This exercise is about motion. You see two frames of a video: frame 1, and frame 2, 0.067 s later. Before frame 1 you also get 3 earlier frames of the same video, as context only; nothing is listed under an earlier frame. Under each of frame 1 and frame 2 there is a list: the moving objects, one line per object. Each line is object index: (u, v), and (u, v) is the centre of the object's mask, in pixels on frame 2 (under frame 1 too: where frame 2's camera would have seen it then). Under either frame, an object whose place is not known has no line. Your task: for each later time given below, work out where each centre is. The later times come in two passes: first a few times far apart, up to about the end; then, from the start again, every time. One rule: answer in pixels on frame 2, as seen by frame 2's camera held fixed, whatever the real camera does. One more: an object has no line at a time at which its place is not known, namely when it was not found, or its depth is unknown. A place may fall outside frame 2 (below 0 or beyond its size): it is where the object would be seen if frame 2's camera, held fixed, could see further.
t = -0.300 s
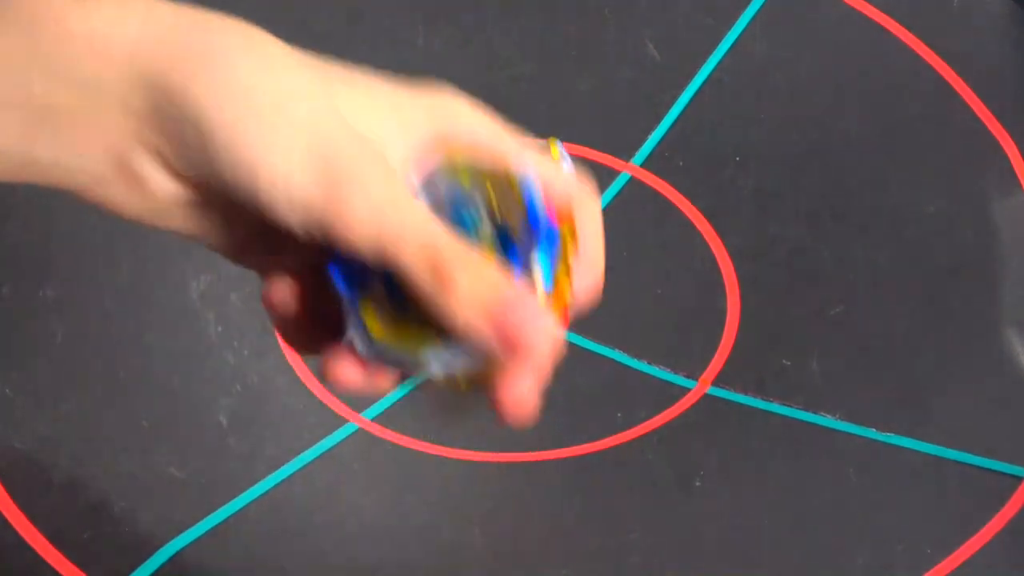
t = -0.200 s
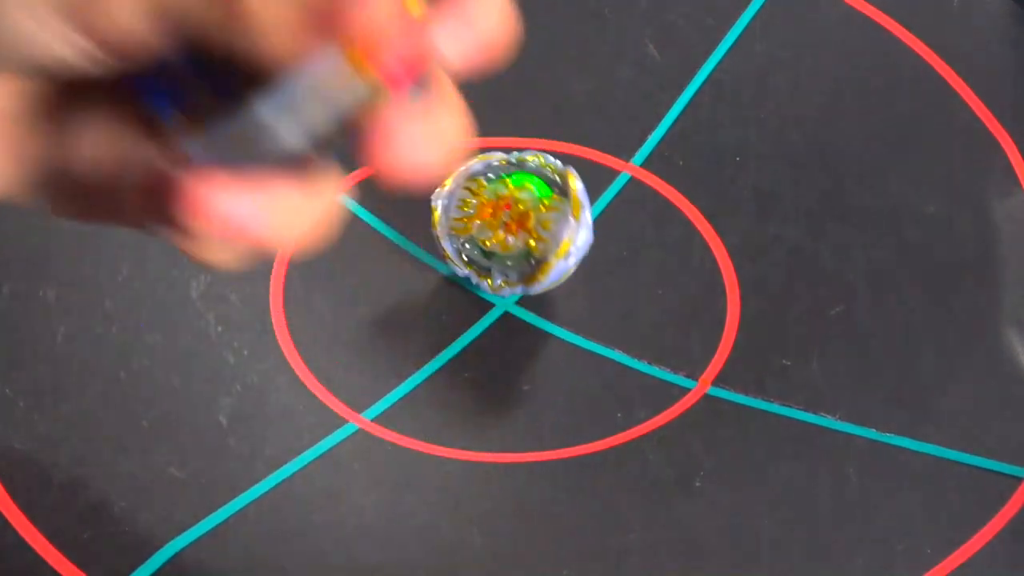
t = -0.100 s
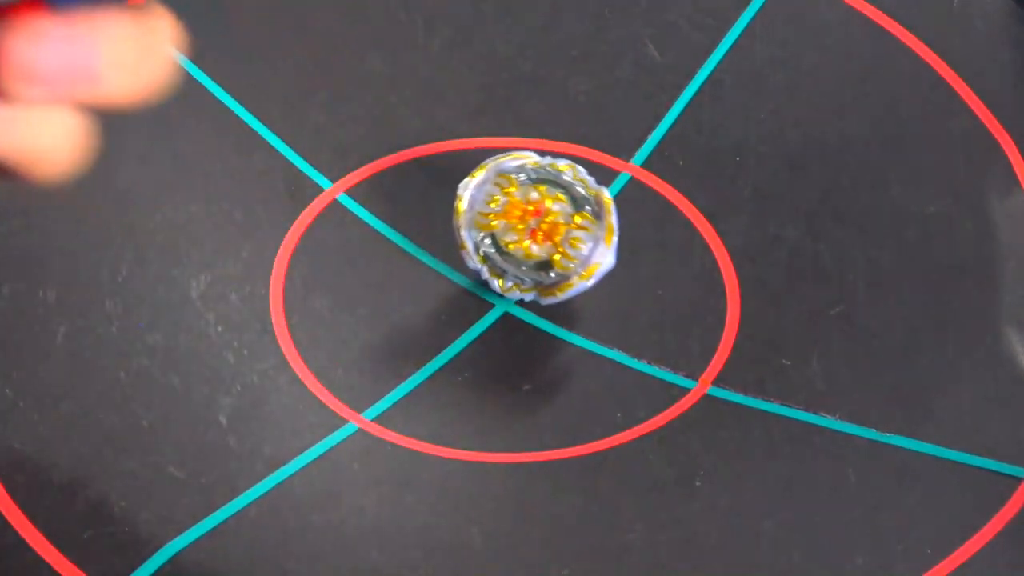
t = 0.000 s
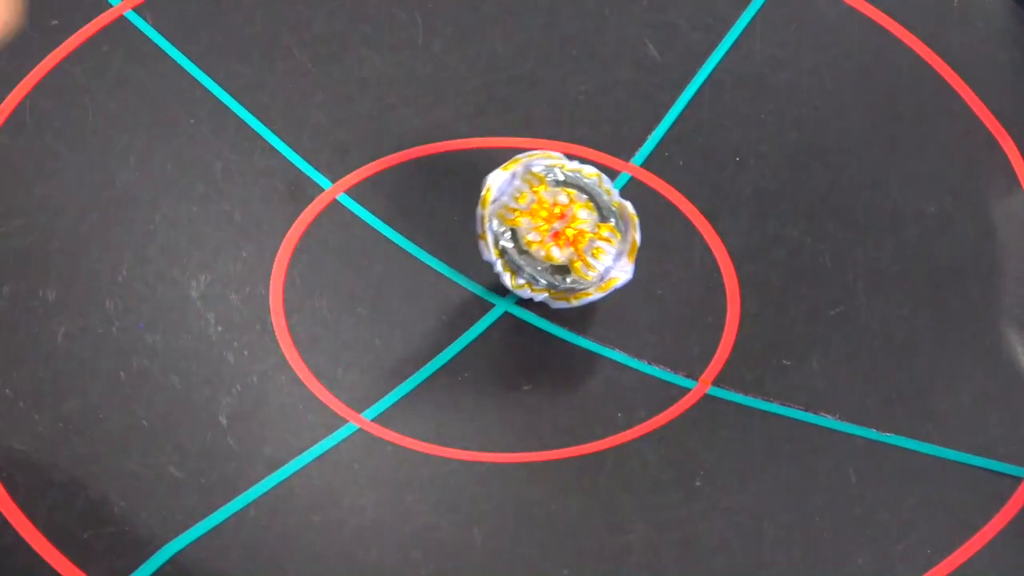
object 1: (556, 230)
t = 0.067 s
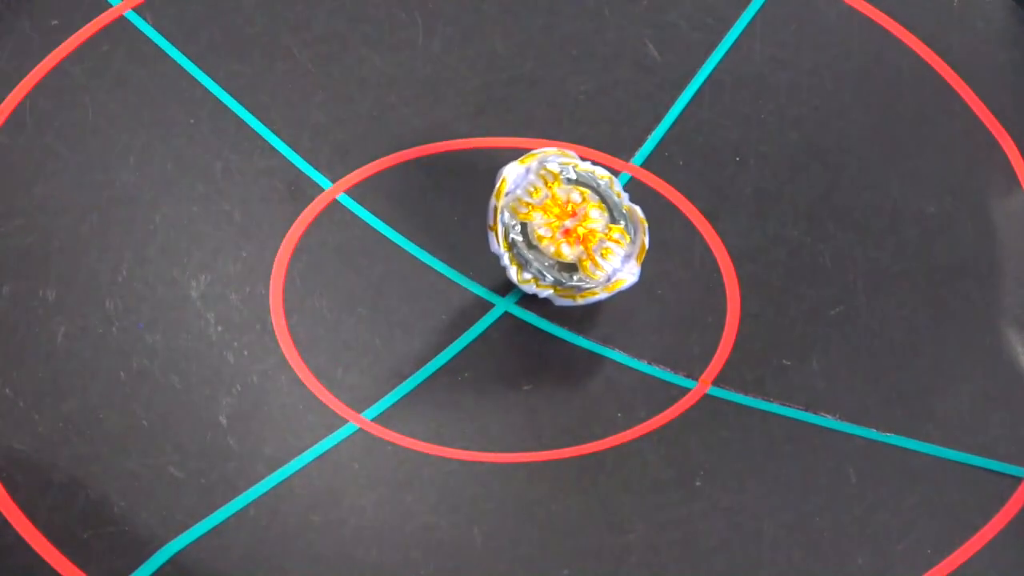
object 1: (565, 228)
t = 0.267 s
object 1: (539, 228)
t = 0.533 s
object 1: (503, 209)
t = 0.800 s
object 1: (503, 212)
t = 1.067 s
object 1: (518, 223)
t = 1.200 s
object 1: (519, 223)
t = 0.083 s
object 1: (565, 228)
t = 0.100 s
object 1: (564, 229)
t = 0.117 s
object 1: (562, 229)
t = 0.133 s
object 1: (560, 229)
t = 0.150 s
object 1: (557, 230)
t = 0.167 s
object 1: (554, 230)
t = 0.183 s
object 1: (551, 230)
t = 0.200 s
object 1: (548, 229)
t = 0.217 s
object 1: (546, 229)
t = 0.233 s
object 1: (543, 228)
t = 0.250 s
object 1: (541, 228)
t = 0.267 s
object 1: (539, 228)
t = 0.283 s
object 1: (536, 227)
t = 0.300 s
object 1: (533, 227)
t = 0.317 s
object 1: (530, 226)
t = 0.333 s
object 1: (526, 225)
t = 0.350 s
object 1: (523, 224)
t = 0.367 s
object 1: (520, 223)
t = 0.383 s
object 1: (517, 221)
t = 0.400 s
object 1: (514, 220)
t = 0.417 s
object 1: (512, 219)
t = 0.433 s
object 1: (509, 218)
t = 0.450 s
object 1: (506, 217)
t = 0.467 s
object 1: (503, 216)
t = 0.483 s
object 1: (502, 213)
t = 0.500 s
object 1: (502, 211)
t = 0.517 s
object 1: (502, 210)
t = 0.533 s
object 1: (503, 209)
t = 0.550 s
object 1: (503, 208)
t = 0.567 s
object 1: (503, 207)
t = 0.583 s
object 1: (503, 206)
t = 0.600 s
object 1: (503, 206)
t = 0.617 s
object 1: (503, 205)
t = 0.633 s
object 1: (503, 205)
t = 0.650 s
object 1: (503, 205)
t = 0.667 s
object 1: (503, 205)
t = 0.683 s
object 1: (503, 205)
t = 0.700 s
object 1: (503, 206)
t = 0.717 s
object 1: (503, 207)
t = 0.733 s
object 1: (503, 207)
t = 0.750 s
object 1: (503, 208)
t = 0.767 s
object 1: (503, 209)
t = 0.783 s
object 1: (503, 210)
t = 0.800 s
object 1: (503, 212)
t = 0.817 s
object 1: (502, 214)
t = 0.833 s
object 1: (503, 216)
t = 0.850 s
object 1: (505, 218)
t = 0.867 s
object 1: (506, 219)
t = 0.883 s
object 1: (508, 220)
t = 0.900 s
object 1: (510, 220)
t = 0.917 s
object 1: (512, 221)
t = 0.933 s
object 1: (513, 221)
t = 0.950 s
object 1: (514, 222)
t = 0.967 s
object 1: (515, 222)
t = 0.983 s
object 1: (516, 222)
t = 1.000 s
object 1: (516, 222)
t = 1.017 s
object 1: (517, 223)
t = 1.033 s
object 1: (517, 223)
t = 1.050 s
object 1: (518, 223)
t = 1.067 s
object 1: (518, 223)
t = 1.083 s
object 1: (519, 223)
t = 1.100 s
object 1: (519, 223)
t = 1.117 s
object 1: (519, 223)
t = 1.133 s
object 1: (519, 223)
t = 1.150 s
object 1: (519, 223)
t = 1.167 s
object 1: (519, 223)
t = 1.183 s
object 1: (519, 223)
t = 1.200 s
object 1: (519, 223)
